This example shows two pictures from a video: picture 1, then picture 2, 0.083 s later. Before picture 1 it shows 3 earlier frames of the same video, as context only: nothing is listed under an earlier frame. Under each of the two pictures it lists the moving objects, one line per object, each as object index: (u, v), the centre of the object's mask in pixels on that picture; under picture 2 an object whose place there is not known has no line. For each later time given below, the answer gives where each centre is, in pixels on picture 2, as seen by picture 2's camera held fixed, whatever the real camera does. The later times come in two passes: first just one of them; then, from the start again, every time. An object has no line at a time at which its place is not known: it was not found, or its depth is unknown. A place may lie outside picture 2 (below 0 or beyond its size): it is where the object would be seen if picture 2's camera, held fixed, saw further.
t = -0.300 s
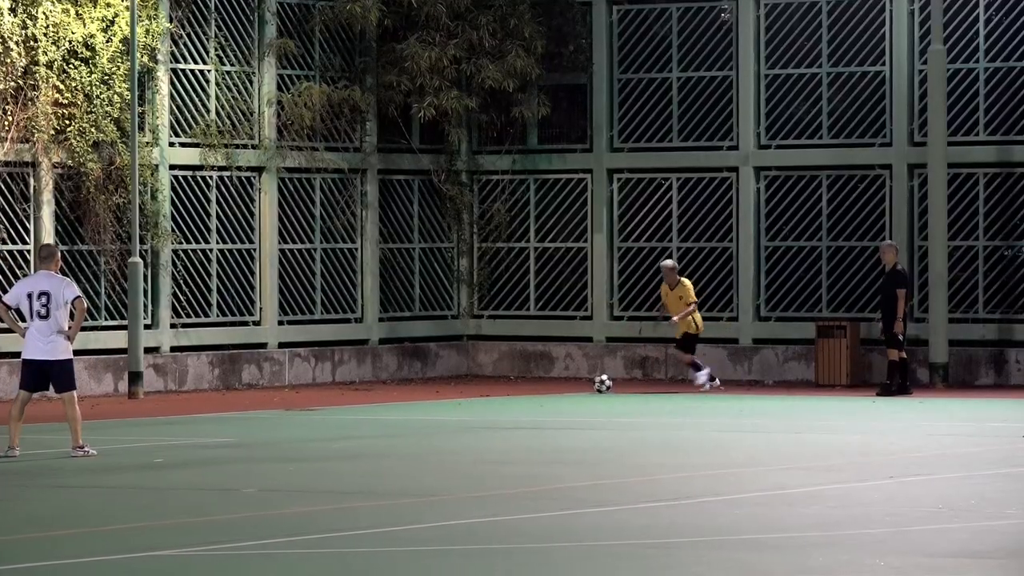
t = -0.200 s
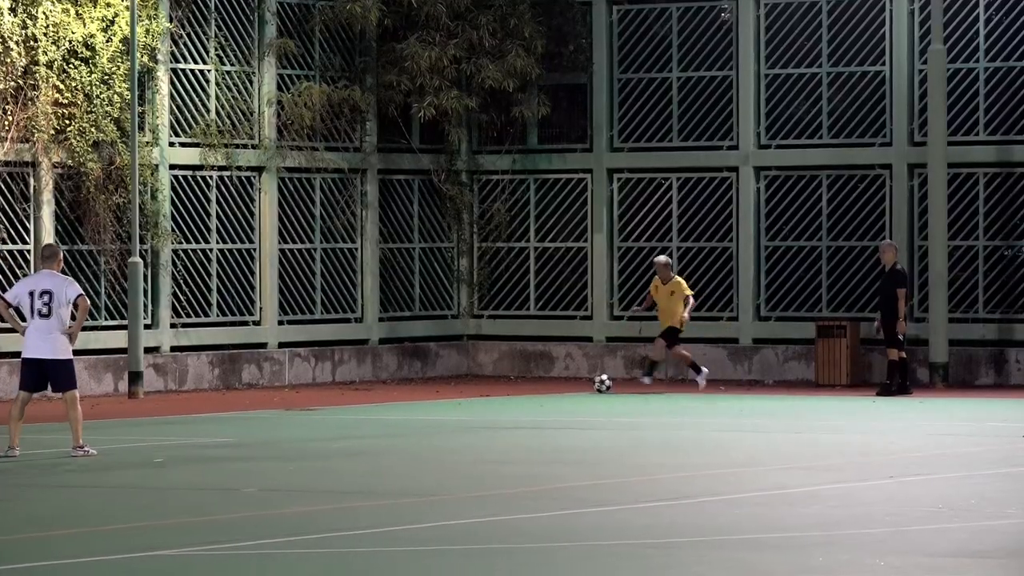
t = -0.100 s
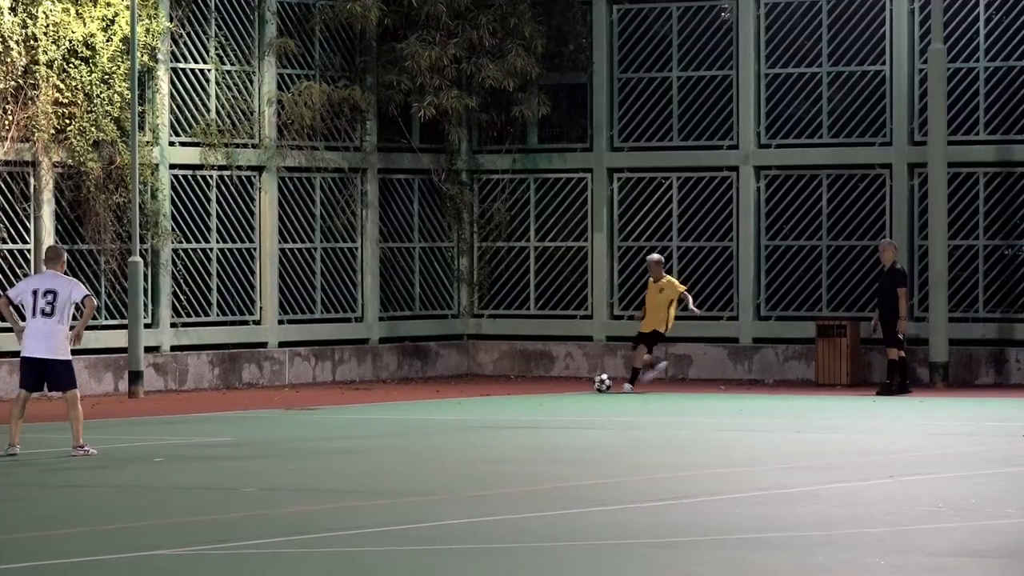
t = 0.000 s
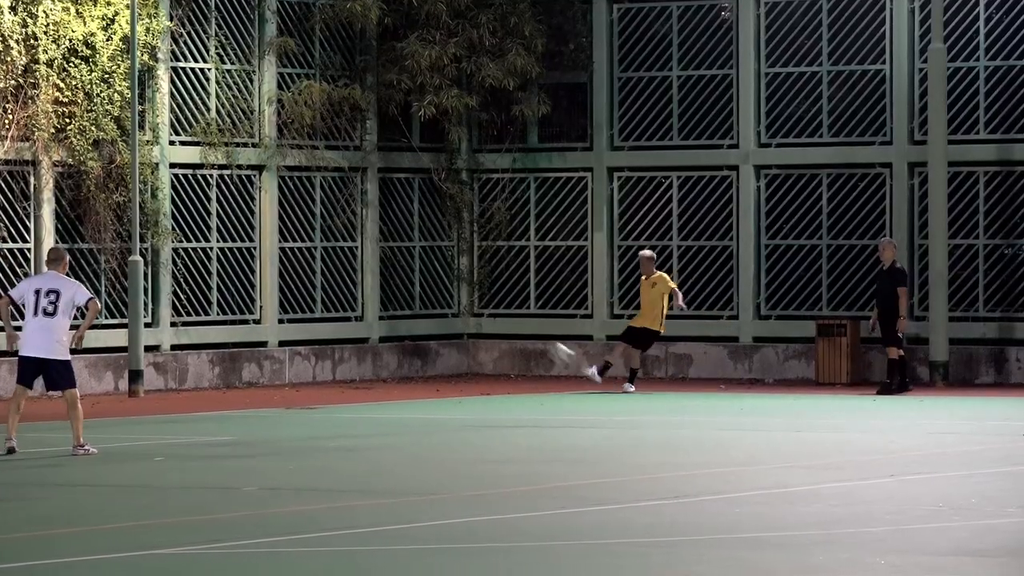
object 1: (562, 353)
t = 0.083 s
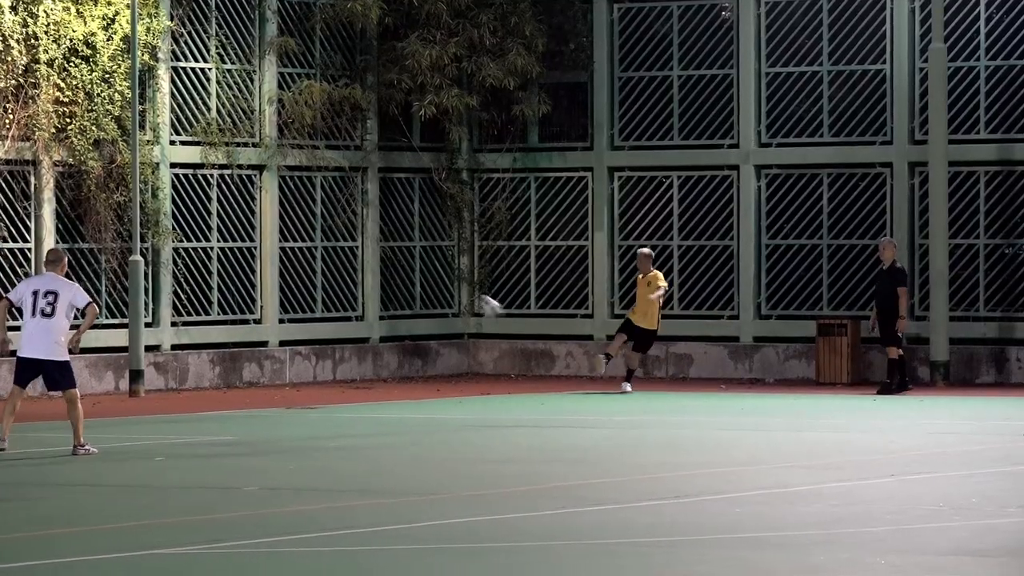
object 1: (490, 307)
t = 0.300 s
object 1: (301, 204)
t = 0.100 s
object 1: (477, 299)
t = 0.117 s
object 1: (461, 290)
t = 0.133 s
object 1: (447, 282)
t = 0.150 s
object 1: (433, 274)
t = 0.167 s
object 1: (417, 265)
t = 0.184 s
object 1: (402, 257)
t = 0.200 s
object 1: (389, 250)
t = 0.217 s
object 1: (374, 239)
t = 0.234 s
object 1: (359, 232)
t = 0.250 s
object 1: (343, 225)
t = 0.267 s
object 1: (330, 218)
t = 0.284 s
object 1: (313, 210)
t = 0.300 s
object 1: (301, 204)
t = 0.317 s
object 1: (287, 197)
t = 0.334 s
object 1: (270, 192)
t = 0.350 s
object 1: (253, 183)
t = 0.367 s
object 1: (241, 176)
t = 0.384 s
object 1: (227, 171)
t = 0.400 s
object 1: (208, 163)
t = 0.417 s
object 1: (193, 159)
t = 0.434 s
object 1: (178, 153)
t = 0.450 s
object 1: (162, 148)
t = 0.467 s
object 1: (148, 143)
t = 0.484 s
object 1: (132, 138)
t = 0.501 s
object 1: (116, 132)
